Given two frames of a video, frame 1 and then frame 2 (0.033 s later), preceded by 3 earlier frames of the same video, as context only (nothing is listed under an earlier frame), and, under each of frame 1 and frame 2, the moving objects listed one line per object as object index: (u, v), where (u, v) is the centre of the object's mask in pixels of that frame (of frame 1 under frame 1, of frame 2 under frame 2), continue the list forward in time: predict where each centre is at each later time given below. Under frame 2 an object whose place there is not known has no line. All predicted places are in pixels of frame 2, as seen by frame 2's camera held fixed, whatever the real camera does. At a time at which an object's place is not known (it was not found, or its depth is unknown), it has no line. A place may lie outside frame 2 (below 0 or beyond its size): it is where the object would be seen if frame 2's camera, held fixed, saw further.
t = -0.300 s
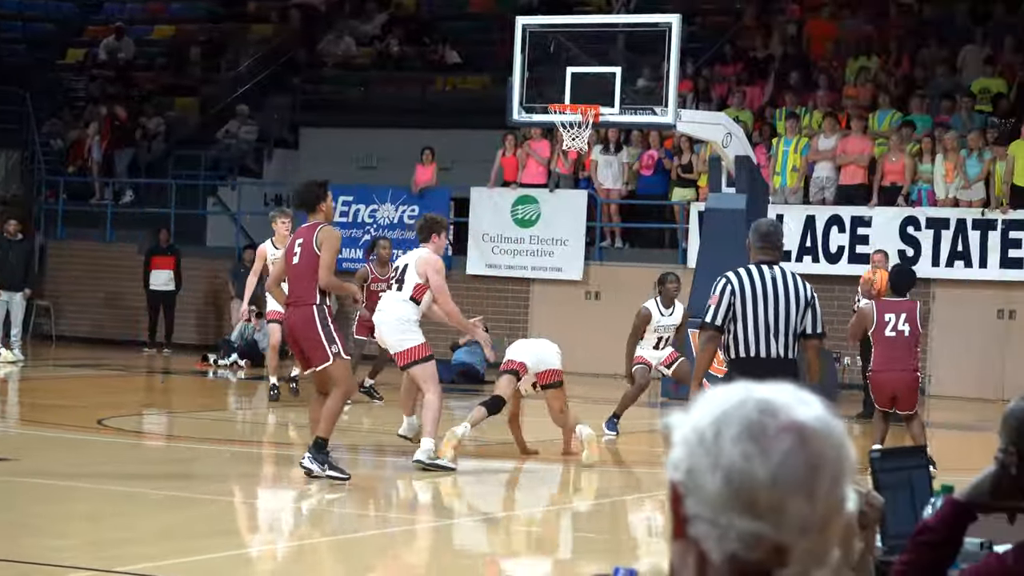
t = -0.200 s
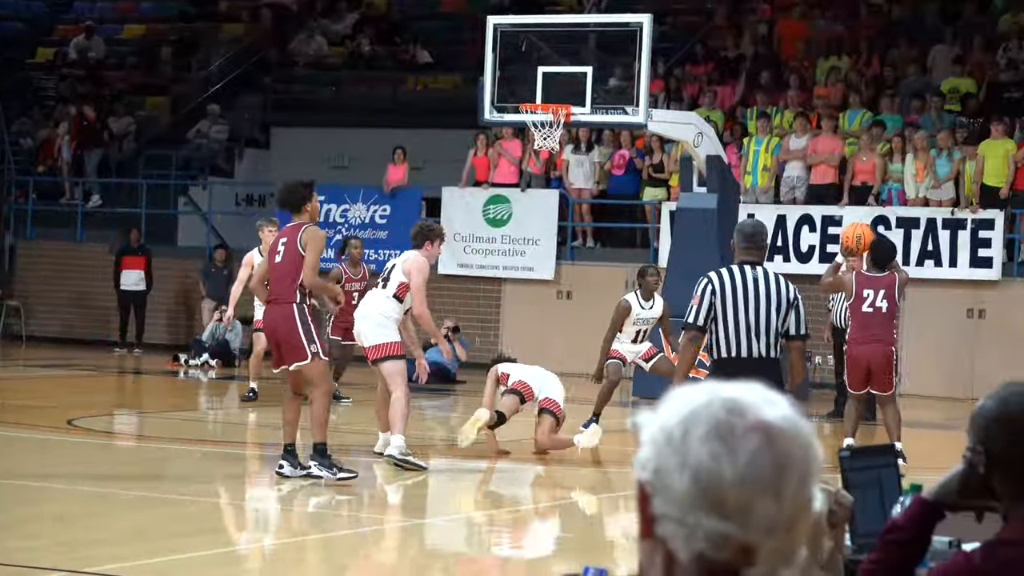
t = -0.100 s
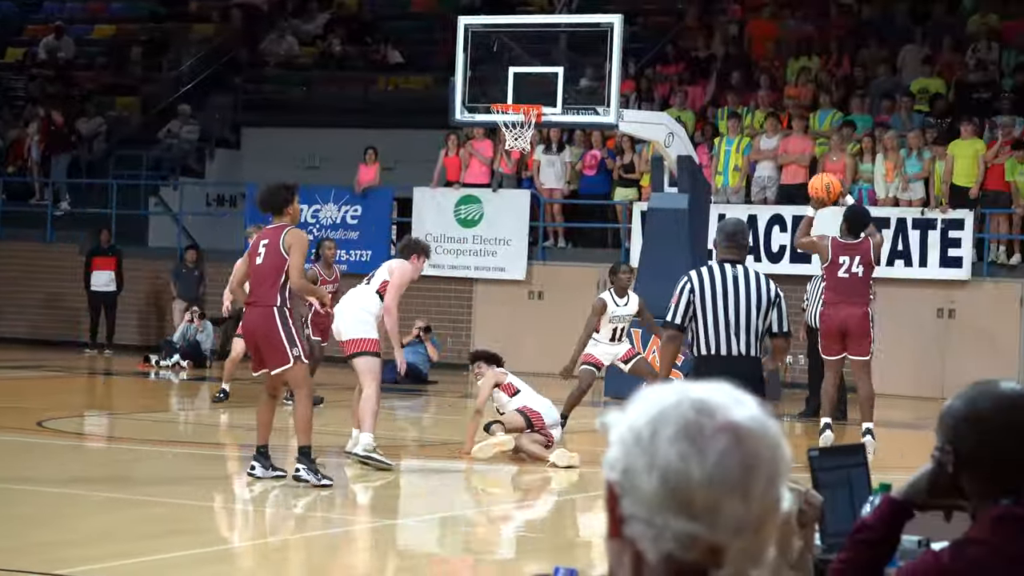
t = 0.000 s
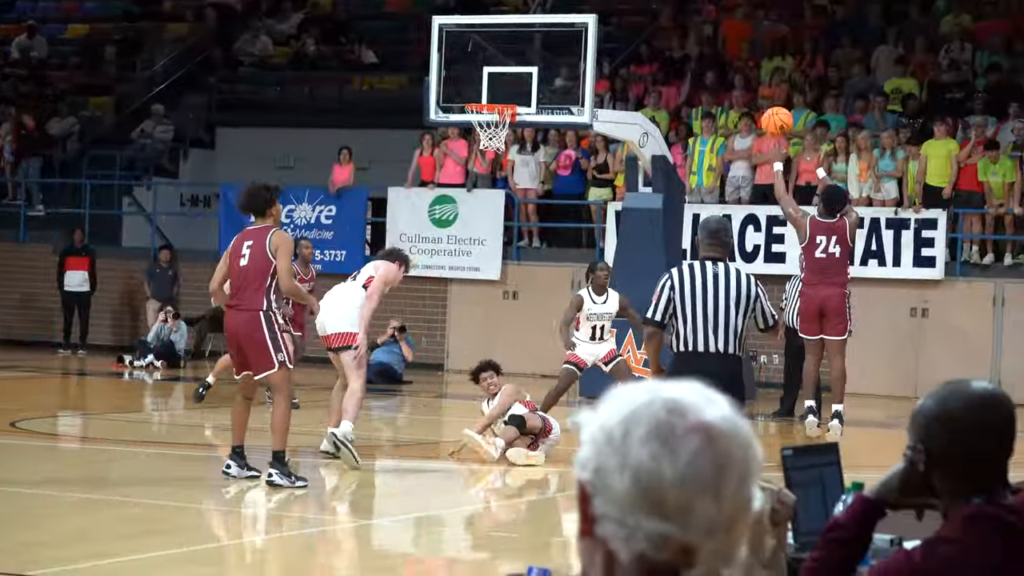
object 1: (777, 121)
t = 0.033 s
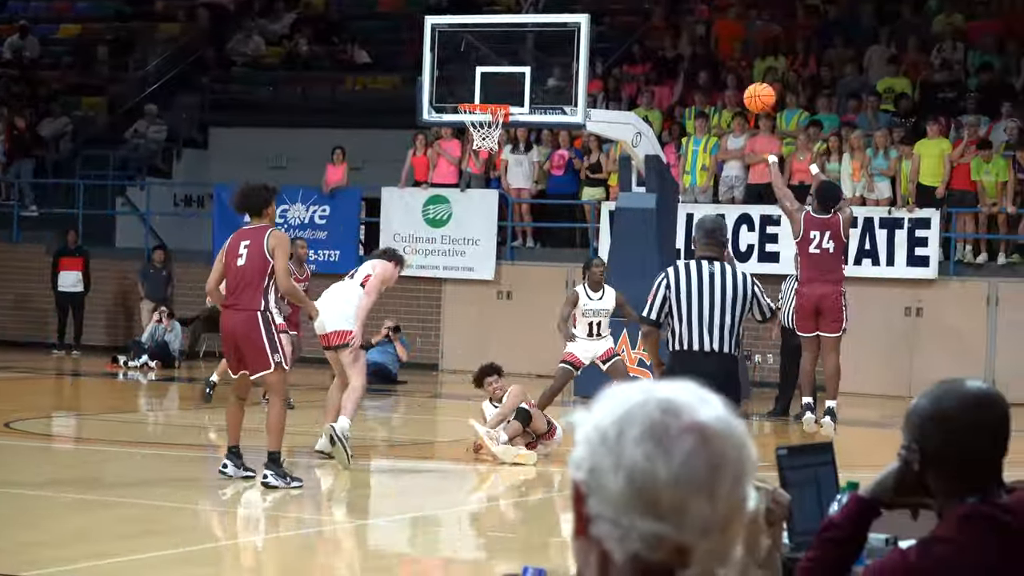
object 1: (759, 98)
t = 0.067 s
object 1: (749, 75)
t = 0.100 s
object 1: (738, 54)
